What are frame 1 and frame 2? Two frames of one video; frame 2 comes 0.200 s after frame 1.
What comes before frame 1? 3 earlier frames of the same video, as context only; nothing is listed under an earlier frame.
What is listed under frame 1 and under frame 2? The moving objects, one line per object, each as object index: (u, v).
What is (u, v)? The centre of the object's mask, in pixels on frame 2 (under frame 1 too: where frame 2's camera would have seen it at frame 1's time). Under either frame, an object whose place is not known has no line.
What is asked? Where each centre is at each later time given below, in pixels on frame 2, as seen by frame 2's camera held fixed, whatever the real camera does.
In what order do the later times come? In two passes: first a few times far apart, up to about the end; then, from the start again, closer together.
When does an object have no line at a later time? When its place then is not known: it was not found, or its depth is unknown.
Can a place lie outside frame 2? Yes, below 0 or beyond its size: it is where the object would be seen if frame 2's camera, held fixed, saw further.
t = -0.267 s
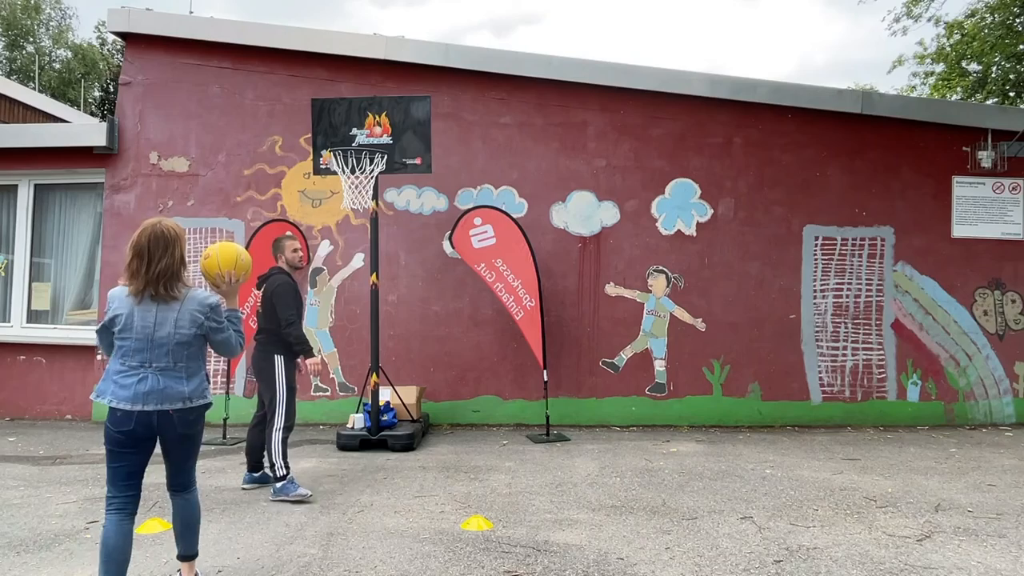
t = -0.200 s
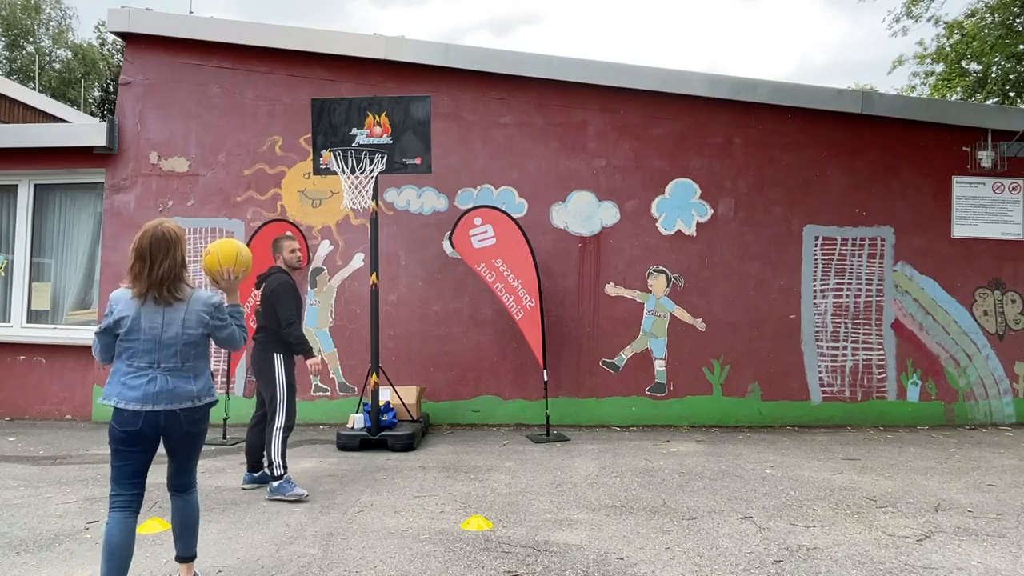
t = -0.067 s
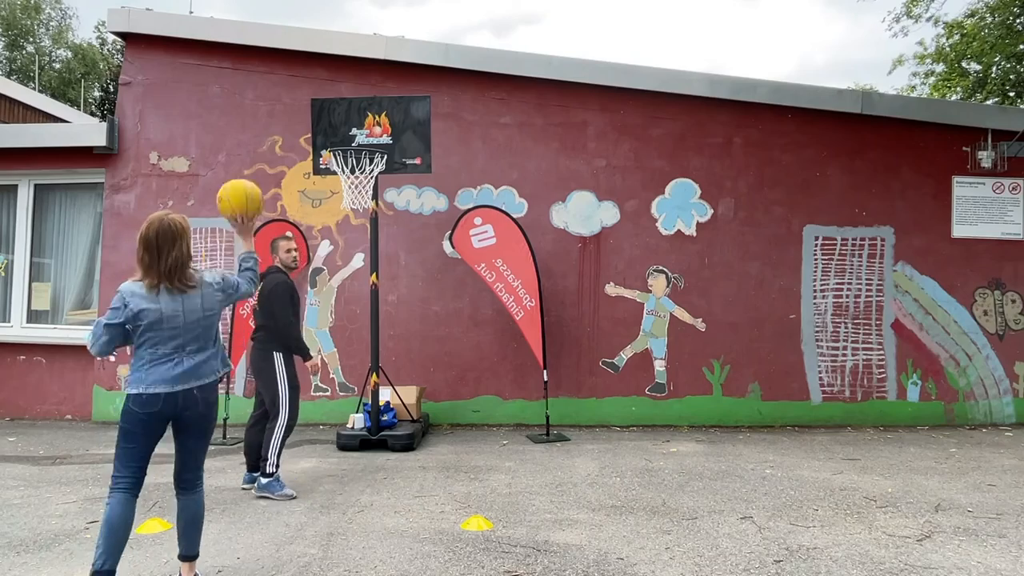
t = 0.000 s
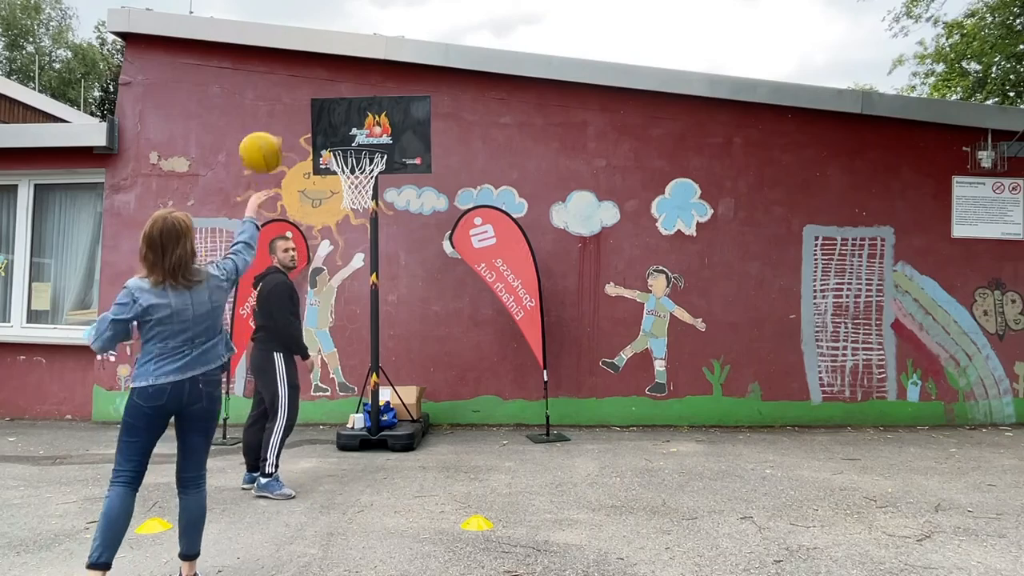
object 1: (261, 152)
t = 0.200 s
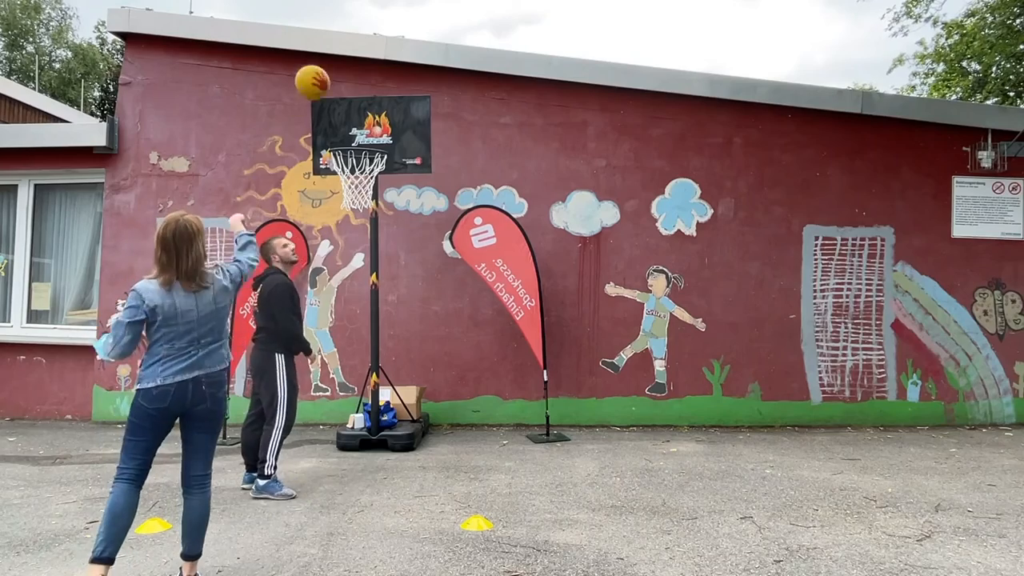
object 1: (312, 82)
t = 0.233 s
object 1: (319, 79)
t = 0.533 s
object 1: (361, 117)
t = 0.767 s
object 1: (365, 106)
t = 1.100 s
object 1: (350, 97)
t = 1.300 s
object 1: (344, 138)
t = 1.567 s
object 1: (394, 142)
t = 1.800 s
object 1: (436, 215)
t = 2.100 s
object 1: (489, 420)
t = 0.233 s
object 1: (319, 79)
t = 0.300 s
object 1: (330, 78)
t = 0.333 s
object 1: (336, 80)
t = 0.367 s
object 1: (341, 84)
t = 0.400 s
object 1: (345, 88)
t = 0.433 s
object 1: (349, 94)
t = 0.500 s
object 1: (358, 109)
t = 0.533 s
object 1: (361, 117)
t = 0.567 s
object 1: (364, 127)
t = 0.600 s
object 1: (368, 136)
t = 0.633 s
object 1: (370, 141)
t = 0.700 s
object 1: (367, 122)
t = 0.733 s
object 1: (366, 114)
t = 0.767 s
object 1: (365, 106)
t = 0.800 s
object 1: (364, 99)
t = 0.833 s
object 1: (362, 94)
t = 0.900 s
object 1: (360, 87)
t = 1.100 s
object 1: (350, 97)
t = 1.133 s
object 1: (348, 103)
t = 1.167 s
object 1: (347, 110)
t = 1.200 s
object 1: (345, 119)
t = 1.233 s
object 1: (343, 129)
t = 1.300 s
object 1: (344, 138)
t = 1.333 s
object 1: (350, 136)
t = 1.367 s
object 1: (356, 133)
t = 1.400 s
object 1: (362, 131)
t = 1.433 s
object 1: (369, 131)
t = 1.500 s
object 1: (381, 134)
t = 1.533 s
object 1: (388, 138)
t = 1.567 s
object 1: (394, 142)
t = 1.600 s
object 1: (400, 148)
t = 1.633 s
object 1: (406, 156)
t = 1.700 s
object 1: (418, 175)
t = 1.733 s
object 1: (424, 187)
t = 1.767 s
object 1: (430, 200)
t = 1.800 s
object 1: (436, 215)
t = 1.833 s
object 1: (442, 231)
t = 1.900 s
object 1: (454, 269)
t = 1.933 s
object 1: (459, 290)
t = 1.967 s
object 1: (465, 312)
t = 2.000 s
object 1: (472, 337)
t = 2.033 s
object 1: (478, 363)
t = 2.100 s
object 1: (489, 420)
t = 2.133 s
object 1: (495, 451)
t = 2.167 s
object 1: (500, 463)
